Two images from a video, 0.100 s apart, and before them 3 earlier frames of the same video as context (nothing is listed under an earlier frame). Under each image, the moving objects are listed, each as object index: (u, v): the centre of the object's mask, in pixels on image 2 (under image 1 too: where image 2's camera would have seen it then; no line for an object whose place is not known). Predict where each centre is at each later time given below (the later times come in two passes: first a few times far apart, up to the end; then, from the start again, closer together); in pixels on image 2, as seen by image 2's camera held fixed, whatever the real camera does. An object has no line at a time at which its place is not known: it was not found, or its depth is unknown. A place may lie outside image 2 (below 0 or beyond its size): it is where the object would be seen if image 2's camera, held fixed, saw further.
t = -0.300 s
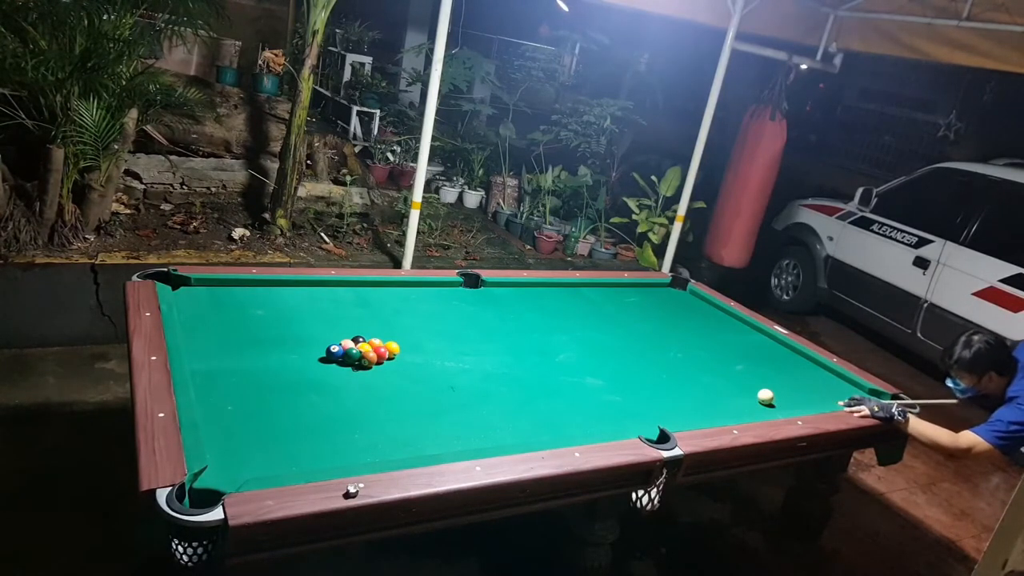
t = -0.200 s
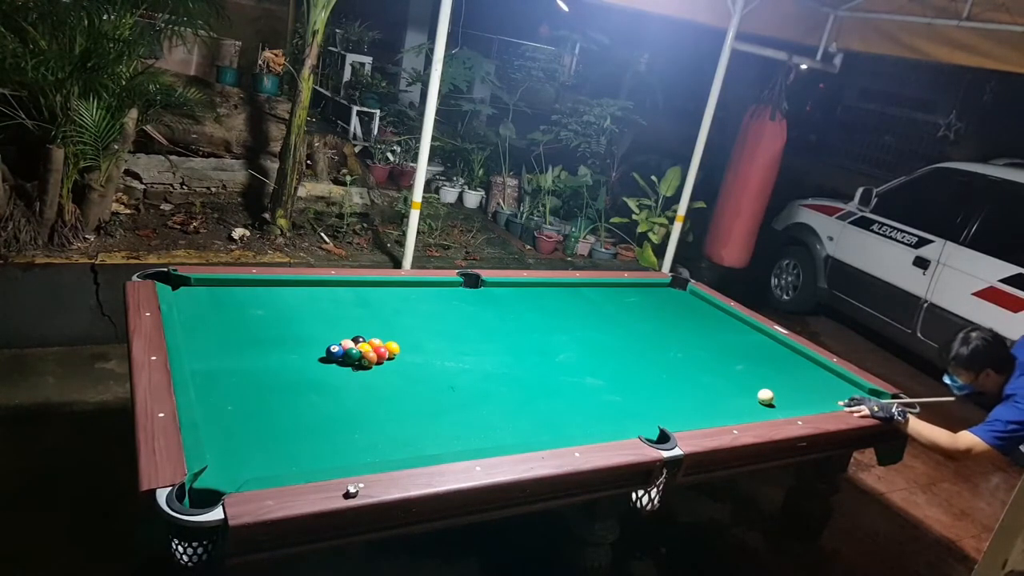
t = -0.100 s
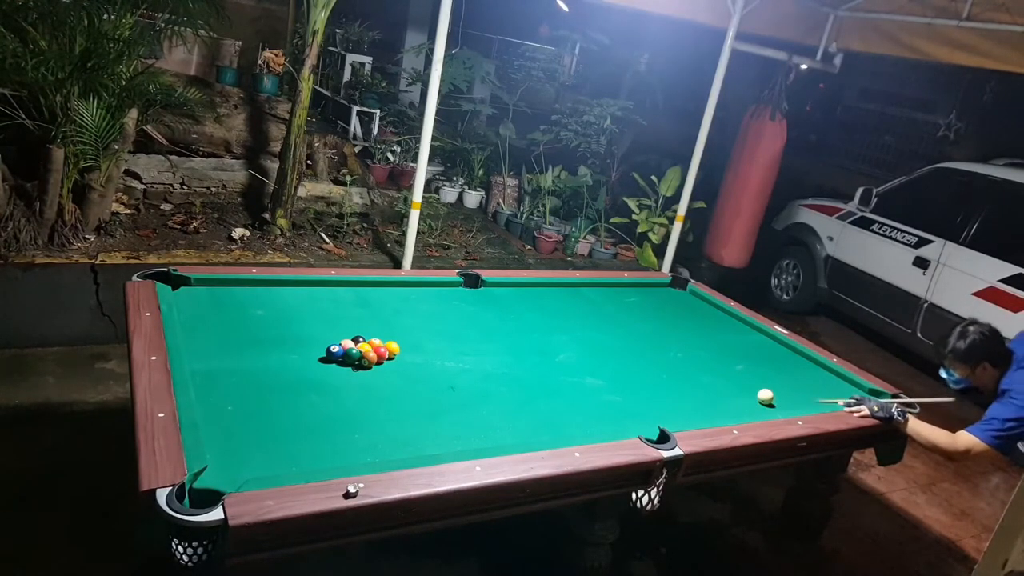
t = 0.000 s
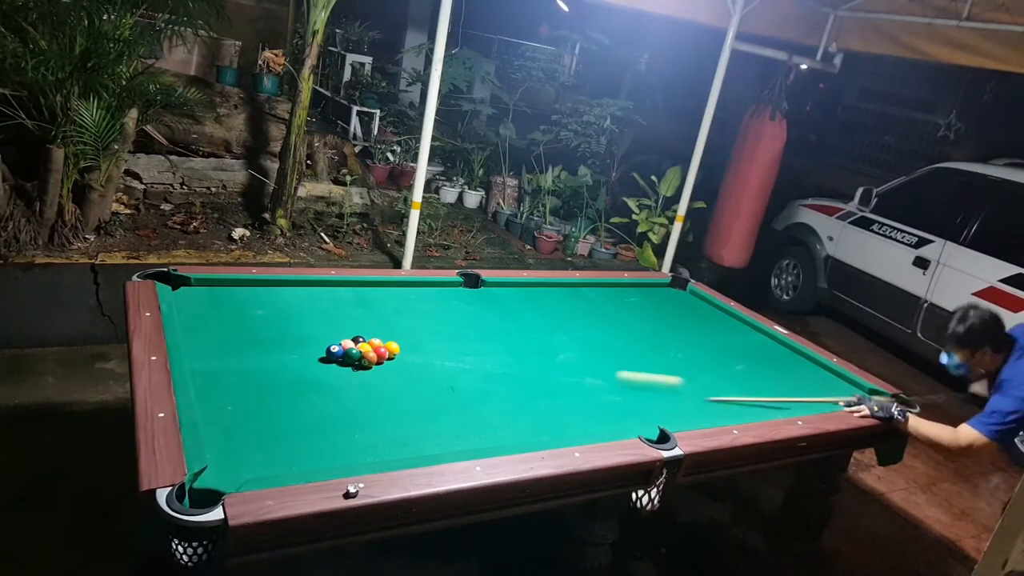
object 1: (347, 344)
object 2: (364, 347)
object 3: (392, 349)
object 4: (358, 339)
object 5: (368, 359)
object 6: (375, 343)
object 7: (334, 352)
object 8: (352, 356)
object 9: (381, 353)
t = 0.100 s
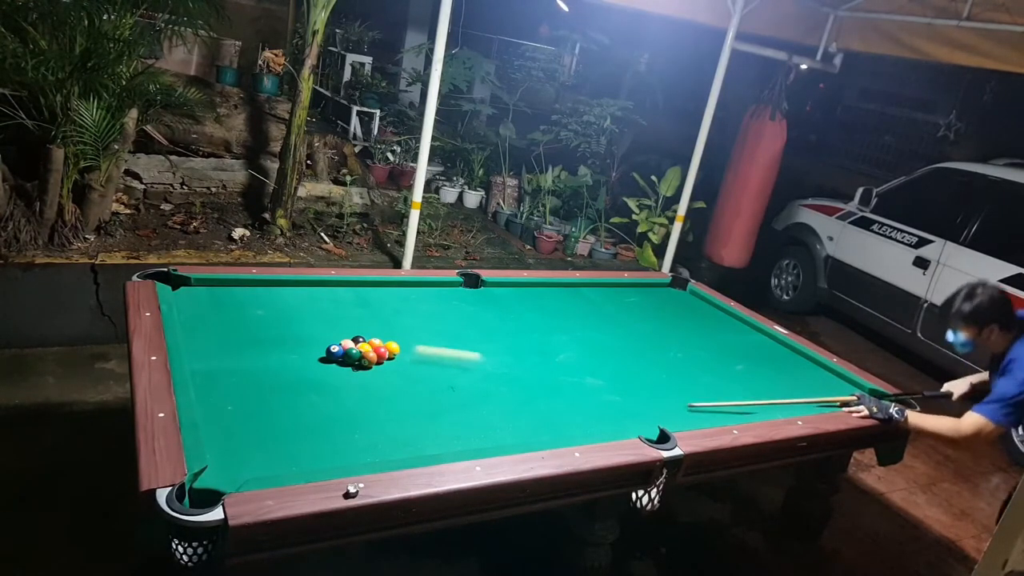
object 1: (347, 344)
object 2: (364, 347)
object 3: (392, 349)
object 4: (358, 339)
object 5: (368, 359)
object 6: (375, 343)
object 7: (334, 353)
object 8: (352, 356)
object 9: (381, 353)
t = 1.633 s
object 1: (208, 315)
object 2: (314, 338)
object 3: (481, 306)
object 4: (471, 373)
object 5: (297, 357)
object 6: (394, 300)
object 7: (621, 421)
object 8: (342, 378)
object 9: (512, 410)
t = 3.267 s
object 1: (265, 301)
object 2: (328, 300)
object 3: (518, 296)
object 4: (665, 318)
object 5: (343, 338)
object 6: (466, 333)
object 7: (772, 366)
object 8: (491, 384)
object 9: (568, 424)
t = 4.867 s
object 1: (278, 299)
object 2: (346, 286)
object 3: (522, 287)
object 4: (680, 307)
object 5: (348, 338)
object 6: (496, 349)
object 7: (743, 342)
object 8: (555, 389)
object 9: (568, 422)
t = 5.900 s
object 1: (278, 299)
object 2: (347, 287)
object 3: (522, 287)
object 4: (642, 301)
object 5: (348, 338)
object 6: (498, 349)
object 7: (702, 333)
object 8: (559, 389)
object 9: (567, 422)
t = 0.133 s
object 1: (345, 344)
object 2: (364, 348)
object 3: (394, 345)
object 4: (345, 335)
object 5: (366, 362)
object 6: (374, 342)
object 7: (326, 354)
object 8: (350, 355)
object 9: (381, 355)
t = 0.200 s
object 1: (333, 344)
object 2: (358, 350)
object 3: (399, 339)
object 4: (283, 310)
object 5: (348, 382)
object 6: (372, 338)
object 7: (279, 367)
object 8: (325, 357)
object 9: (388, 358)
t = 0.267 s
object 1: (322, 344)
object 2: (355, 349)
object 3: (404, 331)
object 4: (225, 286)
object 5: (329, 404)
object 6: (370, 332)
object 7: (229, 381)
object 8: (303, 362)
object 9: (394, 360)
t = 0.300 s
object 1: (317, 343)
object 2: (353, 348)
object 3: (406, 328)
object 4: (213, 288)
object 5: (319, 414)
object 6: (370, 330)
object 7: (206, 386)
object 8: (295, 362)
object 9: (397, 362)
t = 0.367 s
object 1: (307, 341)
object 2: (350, 348)
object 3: (409, 322)
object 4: (195, 305)
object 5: (299, 437)
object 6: (369, 325)
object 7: (230, 389)
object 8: (276, 365)
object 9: (403, 365)
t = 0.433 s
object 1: (297, 340)
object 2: (347, 347)
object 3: (411, 317)
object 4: (188, 320)
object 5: (279, 460)
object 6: (368, 320)
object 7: (260, 394)
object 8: (257, 366)
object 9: (409, 367)
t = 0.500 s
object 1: (287, 338)
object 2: (344, 346)
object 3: (413, 312)
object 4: (204, 335)
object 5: (256, 464)
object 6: (367, 316)
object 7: (284, 396)
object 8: (238, 369)
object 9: (415, 369)
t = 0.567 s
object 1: (277, 336)
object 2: (341, 345)
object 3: (415, 307)
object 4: (221, 349)
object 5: (236, 453)
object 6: (366, 311)
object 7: (308, 399)
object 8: (217, 372)
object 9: (421, 372)
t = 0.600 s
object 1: (273, 335)
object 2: (340, 345)
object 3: (416, 304)
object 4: (230, 356)
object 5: (226, 449)
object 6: (366, 309)
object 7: (320, 401)
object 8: (206, 373)
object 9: (424, 373)
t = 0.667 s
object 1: (264, 334)
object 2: (337, 344)
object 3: (417, 300)
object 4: (248, 371)
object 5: (220, 442)
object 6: (365, 305)
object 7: (345, 402)
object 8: (204, 373)
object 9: (430, 376)
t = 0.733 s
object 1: (254, 332)
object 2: (335, 344)
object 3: (419, 296)
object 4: (267, 386)
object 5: (227, 434)
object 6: (365, 301)
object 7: (368, 405)
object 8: (218, 374)
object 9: (436, 378)
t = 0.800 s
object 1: (245, 331)
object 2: (332, 343)
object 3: (420, 291)
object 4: (287, 402)
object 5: (233, 427)
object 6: (364, 297)
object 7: (390, 407)
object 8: (228, 375)
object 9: (442, 381)
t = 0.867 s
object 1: (236, 329)
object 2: (330, 343)
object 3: (422, 287)
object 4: (308, 419)
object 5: (240, 420)
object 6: (364, 294)
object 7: (413, 411)
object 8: (237, 375)
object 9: (448, 383)
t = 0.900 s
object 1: (232, 329)
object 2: (329, 342)
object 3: (423, 285)
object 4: (320, 428)
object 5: (243, 416)
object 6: (364, 292)
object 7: (424, 412)
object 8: (242, 375)
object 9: (451, 385)
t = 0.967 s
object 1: (223, 327)
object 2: (327, 342)
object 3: (428, 287)
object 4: (343, 446)
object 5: (249, 410)
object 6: (363, 288)
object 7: (446, 414)
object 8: (252, 375)
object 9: (457, 387)
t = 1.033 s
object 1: (214, 326)
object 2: (325, 341)
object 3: (434, 289)
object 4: (370, 455)
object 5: (254, 403)
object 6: (363, 285)
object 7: (467, 417)
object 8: (262, 376)
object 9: (463, 389)
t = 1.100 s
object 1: (206, 324)
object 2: (323, 341)
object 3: (439, 291)
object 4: (382, 446)
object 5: (260, 397)
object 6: (366, 287)
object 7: (488, 419)
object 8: (271, 376)
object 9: (469, 392)
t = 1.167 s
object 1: (198, 323)
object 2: (322, 341)
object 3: (445, 293)
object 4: (395, 433)
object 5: (265, 391)
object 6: (370, 288)
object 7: (509, 422)
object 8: (282, 376)
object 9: (474, 394)
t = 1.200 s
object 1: (194, 322)
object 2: (321, 341)
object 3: (448, 294)
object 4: (402, 428)
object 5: (268, 389)
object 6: (371, 289)
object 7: (519, 422)
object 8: (287, 376)
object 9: (477, 395)
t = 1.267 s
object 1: (188, 321)
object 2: (319, 340)
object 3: (453, 295)
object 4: (414, 418)
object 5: (272, 383)
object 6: (375, 291)
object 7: (540, 425)
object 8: (295, 377)
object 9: (483, 398)
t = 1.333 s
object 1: (191, 320)
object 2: (318, 340)
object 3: (458, 298)
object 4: (426, 409)
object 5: (278, 378)
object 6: (379, 293)
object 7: (560, 427)
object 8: (303, 377)
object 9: (488, 400)
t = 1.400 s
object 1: (195, 319)
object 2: (317, 339)
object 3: (463, 299)
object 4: (437, 399)
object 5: (282, 373)
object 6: (382, 294)
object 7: (579, 428)
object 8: (312, 377)
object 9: (494, 402)
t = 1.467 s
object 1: (199, 318)
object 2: (316, 339)
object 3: (468, 301)
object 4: (447, 392)
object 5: (286, 368)
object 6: (386, 296)
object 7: (597, 428)
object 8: (321, 377)
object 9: (499, 404)
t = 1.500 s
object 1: (201, 317)
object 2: (316, 339)
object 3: (471, 302)
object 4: (452, 388)
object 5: (289, 366)
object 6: (388, 297)
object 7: (602, 426)
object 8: (325, 377)
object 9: (502, 405)
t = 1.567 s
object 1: (204, 316)
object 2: (315, 339)
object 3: (476, 304)
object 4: (462, 380)
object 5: (293, 362)
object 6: (391, 299)
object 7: (612, 424)
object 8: (333, 378)
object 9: (507, 408)
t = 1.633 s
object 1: (208, 315)
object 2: (314, 338)
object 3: (481, 306)
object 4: (471, 373)
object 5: (297, 357)
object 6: (394, 300)
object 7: (621, 421)
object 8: (342, 378)
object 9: (512, 410)
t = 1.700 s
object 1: (211, 314)
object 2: (314, 338)
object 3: (486, 307)
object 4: (479, 366)
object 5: (301, 353)
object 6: (398, 302)
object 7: (630, 419)
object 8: (349, 378)
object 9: (517, 412)
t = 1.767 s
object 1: (214, 314)
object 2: (314, 337)
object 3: (491, 309)
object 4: (487, 360)
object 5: (305, 349)
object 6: (401, 304)
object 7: (639, 415)
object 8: (357, 379)
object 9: (522, 414)
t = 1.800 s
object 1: (216, 313)
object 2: (314, 336)
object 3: (493, 310)
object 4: (491, 356)
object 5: (307, 347)
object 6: (403, 304)
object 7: (643, 414)
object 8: (361, 379)
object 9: (525, 415)
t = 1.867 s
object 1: (219, 313)
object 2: (315, 333)
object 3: (498, 312)
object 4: (498, 351)
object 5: (310, 345)
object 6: (407, 306)
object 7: (652, 411)
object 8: (368, 378)
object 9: (529, 417)
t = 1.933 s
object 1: (222, 312)
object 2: (315, 331)
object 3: (503, 313)
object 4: (505, 345)
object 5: (312, 344)
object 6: (410, 308)
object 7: (660, 408)
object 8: (375, 379)
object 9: (534, 419)
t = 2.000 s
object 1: (225, 311)
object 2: (315, 330)
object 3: (507, 315)
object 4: (512, 340)
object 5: (315, 344)
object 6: (413, 309)
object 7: (667, 406)
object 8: (382, 379)
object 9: (539, 421)
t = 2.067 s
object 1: (227, 310)
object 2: (316, 328)
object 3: (512, 317)
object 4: (518, 335)
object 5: (317, 343)
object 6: (417, 311)
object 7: (675, 402)
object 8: (389, 380)
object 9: (544, 423)
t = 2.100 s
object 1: (229, 310)
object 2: (316, 327)
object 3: (514, 318)
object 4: (520, 333)
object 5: (318, 343)
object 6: (418, 311)
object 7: (679, 401)
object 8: (393, 380)
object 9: (546, 424)
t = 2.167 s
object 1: (232, 309)
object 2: (317, 325)
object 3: (518, 319)
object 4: (527, 328)
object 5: (320, 342)
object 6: (421, 313)
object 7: (685, 399)
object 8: (400, 380)
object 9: (550, 426)
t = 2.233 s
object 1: (234, 309)
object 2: (317, 323)
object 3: (519, 319)
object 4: (536, 327)
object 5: (322, 342)
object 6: (425, 314)
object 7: (692, 397)
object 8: (406, 380)
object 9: (555, 427)
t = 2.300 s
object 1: (237, 308)
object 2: (318, 321)
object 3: (519, 316)
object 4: (546, 327)
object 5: (324, 342)
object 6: (428, 316)
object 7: (699, 394)
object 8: (413, 380)
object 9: (559, 429)
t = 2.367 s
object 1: (239, 307)
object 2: (319, 319)
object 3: (519, 315)
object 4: (556, 325)
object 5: (326, 341)
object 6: (430, 317)
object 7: (705, 392)
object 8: (419, 380)
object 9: (563, 430)
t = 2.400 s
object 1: (240, 307)
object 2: (319, 319)
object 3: (519, 314)
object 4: (561, 325)
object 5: (327, 341)
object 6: (432, 318)
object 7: (708, 391)
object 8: (423, 380)
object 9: (565, 430)
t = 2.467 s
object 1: (242, 306)
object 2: (320, 317)
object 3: (519, 312)
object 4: (570, 325)
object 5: (328, 341)
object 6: (435, 319)
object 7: (714, 388)
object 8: (429, 381)
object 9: (568, 431)
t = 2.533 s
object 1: (245, 306)
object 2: (320, 315)
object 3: (519, 311)
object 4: (580, 324)
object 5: (330, 341)
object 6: (438, 321)
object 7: (720, 386)
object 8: (435, 381)
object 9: (568, 430)
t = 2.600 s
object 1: (247, 305)
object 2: (321, 313)
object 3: (519, 309)
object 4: (589, 324)
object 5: (332, 341)
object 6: (441, 322)
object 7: (725, 384)
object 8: (440, 381)
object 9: (568, 430)
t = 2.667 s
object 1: (249, 305)
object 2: (322, 312)
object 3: (519, 308)
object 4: (597, 323)
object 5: (333, 340)
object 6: (443, 323)
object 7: (731, 382)
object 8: (446, 382)
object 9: (569, 429)
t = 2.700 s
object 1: (250, 305)
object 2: (322, 311)
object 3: (519, 307)
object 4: (601, 323)
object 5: (334, 340)
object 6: (445, 324)
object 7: (733, 381)
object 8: (449, 382)
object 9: (569, 428)
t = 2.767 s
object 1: (252, 304)
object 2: (323, 309)
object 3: (519, 305)
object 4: (610, 321)
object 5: (335, 340)
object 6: (447, 325)
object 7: (739, 379)
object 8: (455, 382)
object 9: (569, 428)
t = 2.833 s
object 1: (254, 304)
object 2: (324, 307)
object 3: (519, 304)
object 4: (618, 321)
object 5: (337, 340)
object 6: (450, 326)
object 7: (743, 377)
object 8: (460, 382)
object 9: (569, 427)
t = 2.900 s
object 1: (256, 303)
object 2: (325, 306)
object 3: (519, 303)
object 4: (626, 321)
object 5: (338, 339)
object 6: (453, 328)
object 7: (748, 375)
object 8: (466, 383)
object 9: (569, 426)
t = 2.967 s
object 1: (258, 303)
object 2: (325, 305)
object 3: (519, 301)
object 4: (633, 320)
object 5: (339, 339)
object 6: (455, 329)
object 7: (753, 374)
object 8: (470, 383)
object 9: (568, 426)
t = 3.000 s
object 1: (258, 303)
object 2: (325, 305)
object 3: (518, 301)
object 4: (637, 320)
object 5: (340, 339)
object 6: (456, 329)
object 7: (755, 372)
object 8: (473, 383)
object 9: (568, 426)
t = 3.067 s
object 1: (260, 302)
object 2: (326, 303)
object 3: (518, 299)
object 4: (644, 320)
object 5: (341, 339)
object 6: (459, 330)
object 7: (760, 371)
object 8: (478, 383)
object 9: (568, 425)
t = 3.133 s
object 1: (262, 302)
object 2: (326, 302)
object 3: (518, 298)
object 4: (651, 319)
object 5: (342, 339)
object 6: (461, 332)
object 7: (763, 369)
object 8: (482, 383)
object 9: (568, 424)
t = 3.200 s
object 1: (263, 302)
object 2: (327, 301)
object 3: (518, 297)
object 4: (659, 318)
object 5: (343, 338)
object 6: (463, 332)
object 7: (768, 368)
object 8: (487, 384)
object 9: (568, 424)
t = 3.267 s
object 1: (265, 301)
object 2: (328, 300)
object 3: (518, 296)
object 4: (665, 318)
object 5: (343, 338)
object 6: (466, 333)
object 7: (772, 366)
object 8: (491, 384)
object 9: (568, 424)
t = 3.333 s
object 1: (266, 301)
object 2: (329, 298)
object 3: (518, 295)
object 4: (672, 317)
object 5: (344, 338)
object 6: (468, 334)
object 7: (776, 365)
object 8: (495, 384)
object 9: (568, 423)
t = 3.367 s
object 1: (267, 301)
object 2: (329, 298)
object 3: (518, 295)
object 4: (675, 317)
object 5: (345, 338)
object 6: (469, 335)
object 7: (778, 364)
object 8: (498, 384)
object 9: (568, 423)
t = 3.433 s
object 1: (268, 301)
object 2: (330, 297)
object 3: (518, 293)
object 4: (682, 316)
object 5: (345, 338)
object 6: (471, 336)
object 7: (782, 363)
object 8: (502, 385)
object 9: (568, 423)
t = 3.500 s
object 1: (269, 301)
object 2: (331, 296)
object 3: (518, 292)
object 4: (688, 316)
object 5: (346, 338)
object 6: (473, 337)
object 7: (785, 361)
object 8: (506, 385)
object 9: (568, 423)
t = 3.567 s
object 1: (270, 300)
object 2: (331, 295)
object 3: (518, 291)
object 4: (693, 315)
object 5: (346, 338)
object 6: (475, 338)
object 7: (788, 360)
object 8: (509, 385)
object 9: (568, 422)
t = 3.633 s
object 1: (272, 300)
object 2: (332, 294)
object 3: (518, 291)
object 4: (699, 315)
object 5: (347, 338)
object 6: (476, 339)
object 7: (791, 358)
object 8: (513, 386)
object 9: (567, 422)
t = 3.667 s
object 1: (272, 300)
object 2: (333, 293)
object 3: (517, 290)
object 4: (702, 315)
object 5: (347, 338)
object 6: (477, 339)
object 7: (793, 357)
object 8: (515, 386)
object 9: (567, 422)
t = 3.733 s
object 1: (273, 300)
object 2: (333, 292)
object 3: (517, 289)
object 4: (708, 314)
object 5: (347, 338)
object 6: (479, 340)
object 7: (796, 355)
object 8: (518, 386)
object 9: (567, 422)
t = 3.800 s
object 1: (274, 300)
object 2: (334, 291)
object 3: (517, 288)
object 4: (713, 314)
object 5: (347, 338)
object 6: (480, 341)
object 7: (799, 354)
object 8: (521, 386)
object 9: (567, 422)
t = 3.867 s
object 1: (275, 300)
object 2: (335, 291)
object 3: (517, 287)
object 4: (718, 314)
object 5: (347, 338)
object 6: (482, 341)
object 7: (797, 353)
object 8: (524, 386)
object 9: (567, 422)
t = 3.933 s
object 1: (275, 299)
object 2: (336, 290)
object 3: (517, 287)
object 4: (724, 313)
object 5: (348, 338)
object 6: (483, 342)
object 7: (793, 353)
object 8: (528, 386)
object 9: (568, 422)
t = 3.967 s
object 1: (276, 299)
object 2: (336, 290)
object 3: (517, 286)
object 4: (726, 312)
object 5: (347, 338)
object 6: (484, 342)
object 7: (791, 352)
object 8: (529, 386)
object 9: (567, 422)
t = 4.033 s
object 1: (276, 299)
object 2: (337, 289)
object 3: (517, 286)
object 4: (722, 312)
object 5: (348, 338)
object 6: (486, 343)
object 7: (787, 352)
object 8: (532, 387)
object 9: (567, 422)
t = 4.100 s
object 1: (277, 299)
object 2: (338, 288)
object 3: (517, 285)
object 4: (719, 312)
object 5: (348, 338)
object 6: (487, 344)
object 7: (784, 351)
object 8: (534, 387)
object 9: (567, 422)
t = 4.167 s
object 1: (277, 299)
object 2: (338, 288)
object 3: (517, 285)
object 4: (715, 311)
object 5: (348, 338)
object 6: (488, 344)
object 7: (780, 350)
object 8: (537, 387)
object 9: (567, 422)
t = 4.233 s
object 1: (278, 299)
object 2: (339, 287)
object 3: (518, 286)
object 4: (712, 310)
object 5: (348, 338)
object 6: (489, 345)
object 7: (776, 350)
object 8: (539, 388)
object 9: (567, 422)
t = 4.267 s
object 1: (278, 299)
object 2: (340, 286)
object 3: (518, 286)
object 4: (710, 310)
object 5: (348, 338)
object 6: (490, 345)
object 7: (773, 349)
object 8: (540, 388)
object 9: (567, 422)
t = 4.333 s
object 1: (278, 299)
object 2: (340, 286)
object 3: (519, 286)
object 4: (706, 310)
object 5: (348, 338)
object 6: (491, 346)
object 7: (770, 348)
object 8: (542, 388)
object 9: (567, 422)
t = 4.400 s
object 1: (278, 299)
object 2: (341, 285)
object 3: (520, 286)
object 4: (702, 310)
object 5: (348, 338)
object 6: (492, 346)
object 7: (766, 348)
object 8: (544, 388)
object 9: (567, 422)
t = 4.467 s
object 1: (278, 299)
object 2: (341, 285)
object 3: (520, 287)
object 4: (699, 310)
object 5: (348, 338)
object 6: (493, 347)
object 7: (763, 346)
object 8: (546, 388)
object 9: (568, 422)
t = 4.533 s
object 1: (278, 299)
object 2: (343, 285)
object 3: (521, 287)
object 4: (696, 309)
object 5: (348, 338)
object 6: (494, 347)
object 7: (759, 346)
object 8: (548, 388)
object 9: (568, 422)
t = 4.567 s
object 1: (278, 299)
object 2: (343, 286)
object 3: (521, 287)
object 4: (694, 308)
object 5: (348, 338)
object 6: (494, 347)
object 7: (757, 345)
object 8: (549, 388)
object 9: (568, 422)
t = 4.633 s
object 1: (278, 299)
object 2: (344, 286)
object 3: (521, 287)
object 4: (691, 308)
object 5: (348, 338)
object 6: (495, 348)
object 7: (753, 344)
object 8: (551, 388)
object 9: (568, 422)
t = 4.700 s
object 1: (278, 299)
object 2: (344, 286)
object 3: (522, 287)
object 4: (687, 308)
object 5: (348, 338)
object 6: (495, 348)
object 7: (750, 344)
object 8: (552, 388)
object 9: (568, 422)
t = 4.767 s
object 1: (278, 299)
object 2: (345, 286)
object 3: (522, 287)
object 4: (684, 307)
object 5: (348, 337)
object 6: (496, 348)
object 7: (747, 343)
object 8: (554, 389)
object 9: (567, 422)
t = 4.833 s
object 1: (278, 299)
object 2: (345, 286)
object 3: (522, 287)
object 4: (682, 307)
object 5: (348, 338)
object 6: (496, 348)
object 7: (744, 343)
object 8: (555, 389)
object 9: (567, 422)
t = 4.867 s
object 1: (278, 299)
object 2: (346, 286)
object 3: (522, 287)
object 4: (680, 307)
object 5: (348, 338)
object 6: (496, 349)
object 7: (743, 342)
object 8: (555, 389)
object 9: (568, 422)
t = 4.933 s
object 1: (278, 299)
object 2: (346, 286)
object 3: (522, 287)
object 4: (677, 306)
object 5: (348, 338)
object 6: (497, 349)
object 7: (739, 341)
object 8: (556, 389)
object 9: (568, 422)
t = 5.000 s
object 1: (278, 299)
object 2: (346, 287)
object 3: (522, 287)
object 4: (674, 306)
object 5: (348, 338)
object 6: (497, 349)
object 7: (736, 340)
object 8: (557, 389)
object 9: (568, 422)
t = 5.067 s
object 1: (278, 299)
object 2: (347, 287)
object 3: (522, 287)
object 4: (671, 305)
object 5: (348, 338)
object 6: (497, 349)
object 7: (733, 340)
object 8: (558, 389)
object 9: (568, 422)
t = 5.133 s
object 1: (278, 299)
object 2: (347, 287)
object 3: (522, 287)
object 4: (668, 305)
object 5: (348, 338)
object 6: (498, 349)
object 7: (730, 340)
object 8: (558, 389)
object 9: (568, 422)
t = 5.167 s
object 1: (278, 299)
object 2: (347, 287)
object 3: (522, 287)
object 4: (667, 305)
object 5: (348, 338)
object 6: (498, 349)
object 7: (729, 339)
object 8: (559, 389)
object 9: (568, 422)
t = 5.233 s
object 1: (278, 299)
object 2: (347, 287)
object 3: (522, 287)
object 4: (664, 305)
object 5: (348, 338)
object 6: (498, 349)
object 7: (726, 339)
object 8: (559, 389)
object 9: (568, 422)
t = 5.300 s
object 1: (278, 299)
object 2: (347, 287)
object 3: (522, 287)
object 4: (662, 304)
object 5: (348, 338)
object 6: (498, 349)
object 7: (723, 338)
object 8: (559, 389)
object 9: (568, 422)
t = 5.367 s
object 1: (278, 299)
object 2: (347, 287)
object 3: (522, 287)
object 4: (659, 304)
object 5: (348, 338)
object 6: (498, 349)
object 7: (721, 337)
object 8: (559, 389)
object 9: (568, 422)
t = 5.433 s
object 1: (278, 299)
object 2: (347, 287)
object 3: (522, 287)
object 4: (657, 303)
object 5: (348, 337)
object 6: (498, 349)
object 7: (718, 337)
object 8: (559, 389)
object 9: (568, 422)
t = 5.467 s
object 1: (278, 299)
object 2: (347, 287)
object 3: (522, 287)
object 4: (655, 303)
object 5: (348, 337)
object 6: (498, 349)
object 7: (717, 336)
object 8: (559, 389)
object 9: (568, 422)
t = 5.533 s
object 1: (278, 299)
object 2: (347, 287)
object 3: (522, 287)
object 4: (653, 303)
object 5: (348, 337)
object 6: (498, 349)
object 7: (714, 336)
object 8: (560, 389)
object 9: (568, 422)
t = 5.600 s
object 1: (278, 299)
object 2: (347, 287)
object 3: (522, 287)
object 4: (651, 303)
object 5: (348, 337)
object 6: (498, 349)
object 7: (712, 336)
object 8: (559, 389)
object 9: (568, 422)
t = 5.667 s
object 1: (278, 299)
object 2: (347, 287)
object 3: (522, 287)
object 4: (649, 303)
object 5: (348, 337)
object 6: (498, 349)
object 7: (709, 335)
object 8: (559, 389)
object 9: (568, 422)
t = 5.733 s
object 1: (278, 299)
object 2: (347, 287)
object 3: (522, 287)
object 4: (647, 302)
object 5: (348, 338)
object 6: (498, 349)
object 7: (707, 335)
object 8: (559, 389)
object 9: (567, 422)
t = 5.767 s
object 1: (278, 299)
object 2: (347, 287)
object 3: (522, 287)
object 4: (646, 302)
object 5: (348, 338)
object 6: (498, 349)
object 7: (706, 335)
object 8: (559, 389)
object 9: (567, 422)
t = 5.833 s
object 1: (278, 299)
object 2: (347, 287)
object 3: (522, 287)
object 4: (644, 302)
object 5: (348, 338)
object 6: (498, 349)
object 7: (704, 334)
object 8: (559, 389)
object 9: (567, 422)
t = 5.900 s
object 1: (278, 299)
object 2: (347, 287)
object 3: (522, 287)
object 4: (642, 301)
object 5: (348, 338)
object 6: (498, 349)
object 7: (702, 333)
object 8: (559, 389)
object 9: (567, 422)
